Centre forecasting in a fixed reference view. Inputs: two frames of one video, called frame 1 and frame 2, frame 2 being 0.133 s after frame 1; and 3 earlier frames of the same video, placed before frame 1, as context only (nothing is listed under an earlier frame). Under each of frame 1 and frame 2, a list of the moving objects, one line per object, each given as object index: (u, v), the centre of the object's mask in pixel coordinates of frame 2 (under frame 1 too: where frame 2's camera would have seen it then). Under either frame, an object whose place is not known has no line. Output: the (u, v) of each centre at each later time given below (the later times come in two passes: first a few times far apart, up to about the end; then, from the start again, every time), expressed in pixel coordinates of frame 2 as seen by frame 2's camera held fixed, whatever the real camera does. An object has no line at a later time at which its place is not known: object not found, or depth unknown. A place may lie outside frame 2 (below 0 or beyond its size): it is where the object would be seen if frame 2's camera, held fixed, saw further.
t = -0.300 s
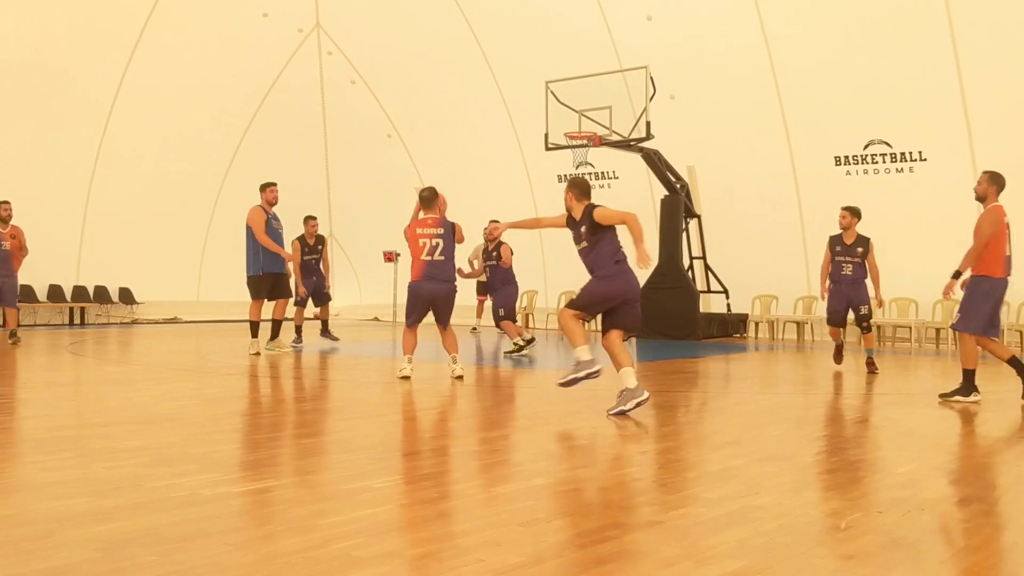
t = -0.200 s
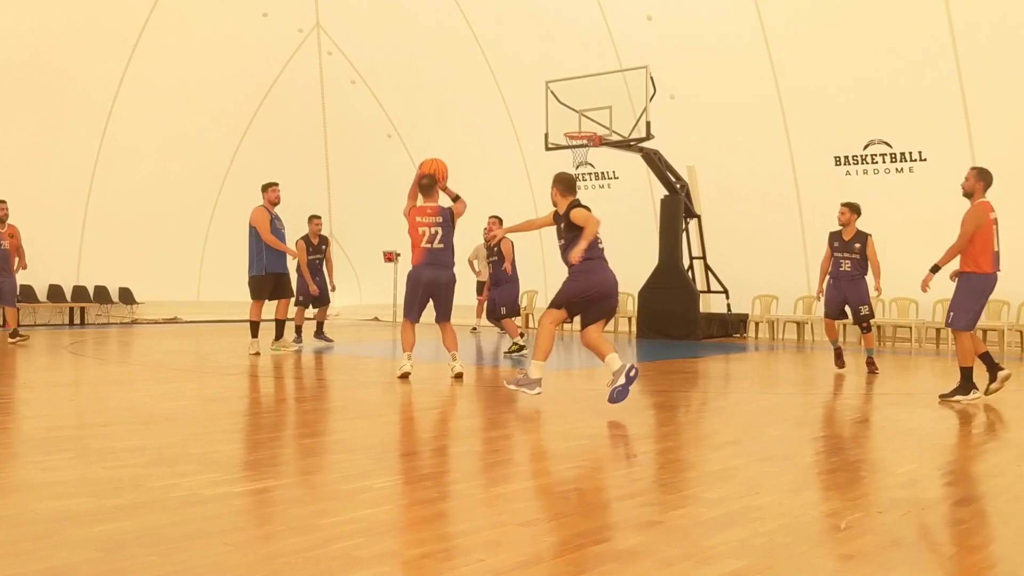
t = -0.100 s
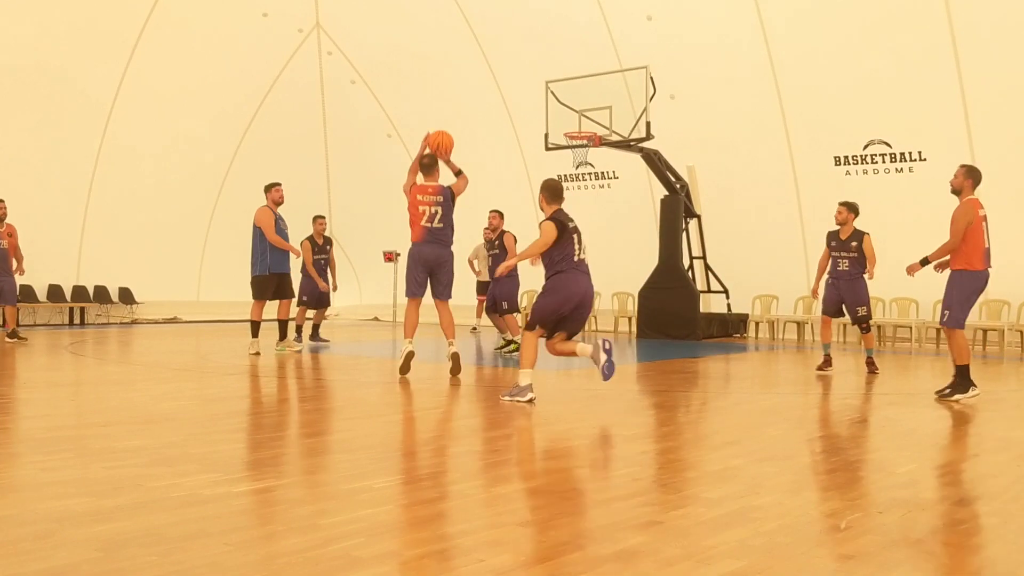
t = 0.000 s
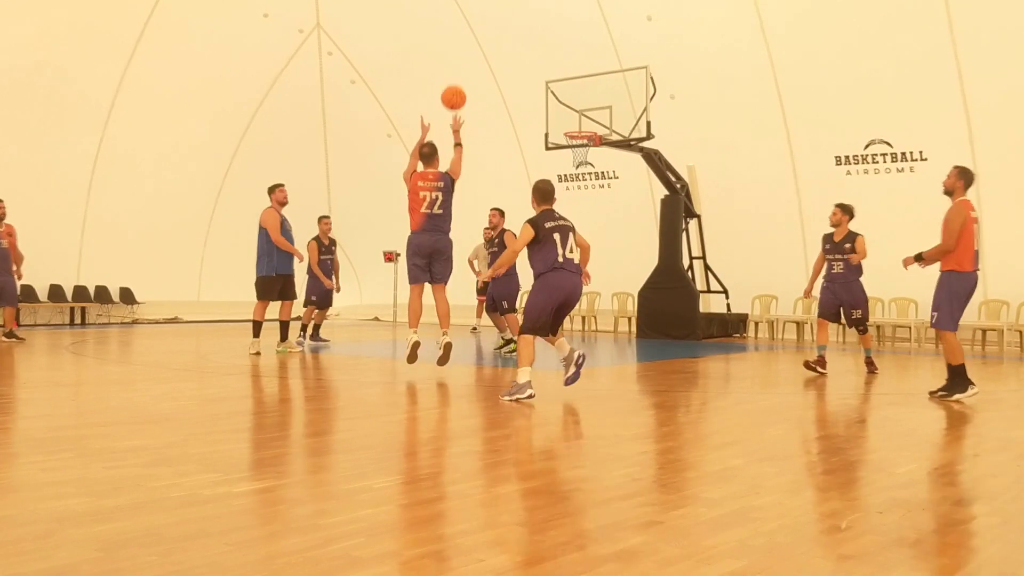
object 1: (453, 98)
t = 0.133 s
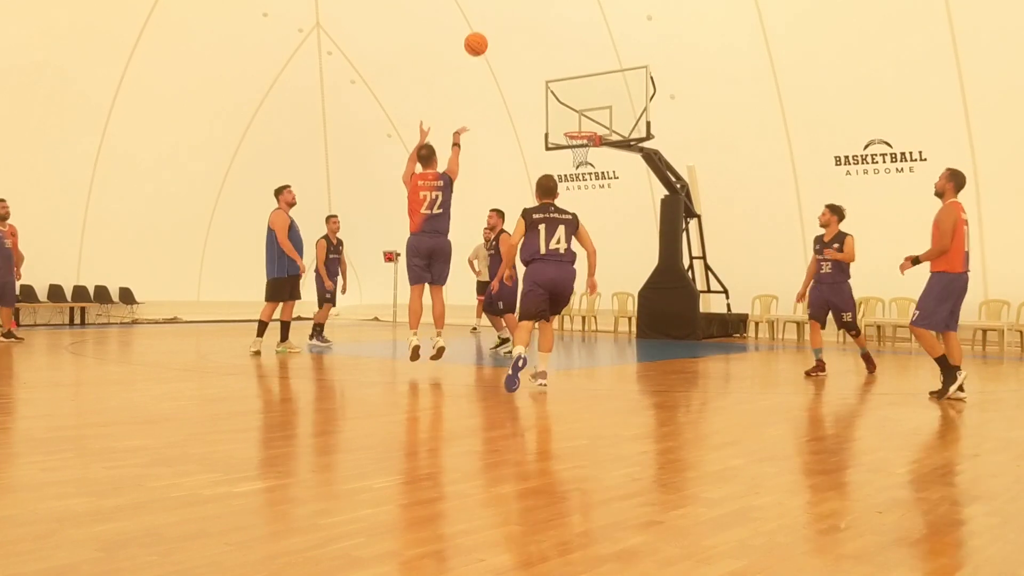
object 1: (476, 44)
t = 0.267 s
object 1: (494, 13)
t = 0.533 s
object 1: (525, 8)
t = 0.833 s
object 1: (550, 60)
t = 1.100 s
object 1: (563, 145)
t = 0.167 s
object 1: (481, 34)
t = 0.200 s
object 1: (485, 26)
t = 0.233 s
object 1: (490, 19)
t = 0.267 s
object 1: (494, 13)
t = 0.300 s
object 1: (499, 10)
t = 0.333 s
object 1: (503, 8)
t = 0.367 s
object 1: (507, 6)
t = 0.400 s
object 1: (511, 6)
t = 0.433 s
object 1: (514, 6)
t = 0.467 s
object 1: (518, 5)
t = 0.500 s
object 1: (521, 6)
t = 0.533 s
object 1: (525, 8)
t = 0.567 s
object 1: (528, 9)
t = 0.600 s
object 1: (531, 13)
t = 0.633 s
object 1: (534, 17)
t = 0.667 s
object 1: (537, 23)
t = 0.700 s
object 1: (539, 29)
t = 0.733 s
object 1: (542, 36)
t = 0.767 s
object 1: (545, 43)
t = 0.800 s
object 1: (547, 51)
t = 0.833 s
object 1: (550, 60)
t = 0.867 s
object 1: (552, 69)
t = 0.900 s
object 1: (554, 78)
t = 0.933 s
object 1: (557, 89)
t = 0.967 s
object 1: (559, 99)
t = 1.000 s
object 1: (561, 111)
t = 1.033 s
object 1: (563, 122)
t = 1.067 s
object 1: (565, 134)
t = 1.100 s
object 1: (563, 145)
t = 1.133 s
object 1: (557, 151)
